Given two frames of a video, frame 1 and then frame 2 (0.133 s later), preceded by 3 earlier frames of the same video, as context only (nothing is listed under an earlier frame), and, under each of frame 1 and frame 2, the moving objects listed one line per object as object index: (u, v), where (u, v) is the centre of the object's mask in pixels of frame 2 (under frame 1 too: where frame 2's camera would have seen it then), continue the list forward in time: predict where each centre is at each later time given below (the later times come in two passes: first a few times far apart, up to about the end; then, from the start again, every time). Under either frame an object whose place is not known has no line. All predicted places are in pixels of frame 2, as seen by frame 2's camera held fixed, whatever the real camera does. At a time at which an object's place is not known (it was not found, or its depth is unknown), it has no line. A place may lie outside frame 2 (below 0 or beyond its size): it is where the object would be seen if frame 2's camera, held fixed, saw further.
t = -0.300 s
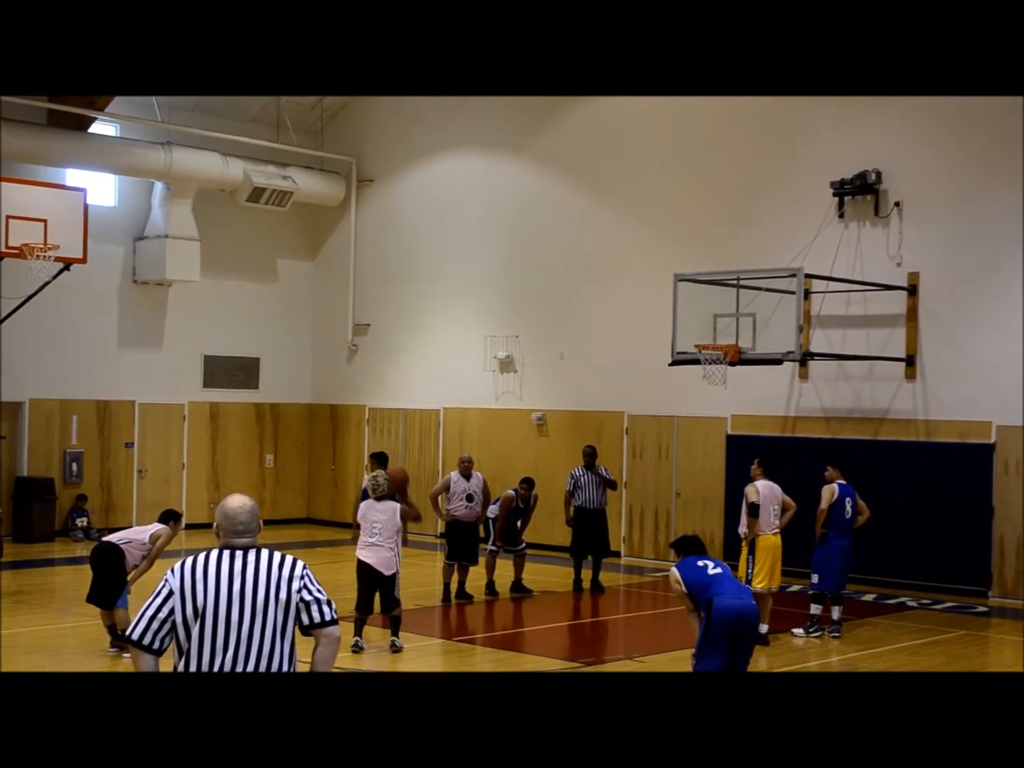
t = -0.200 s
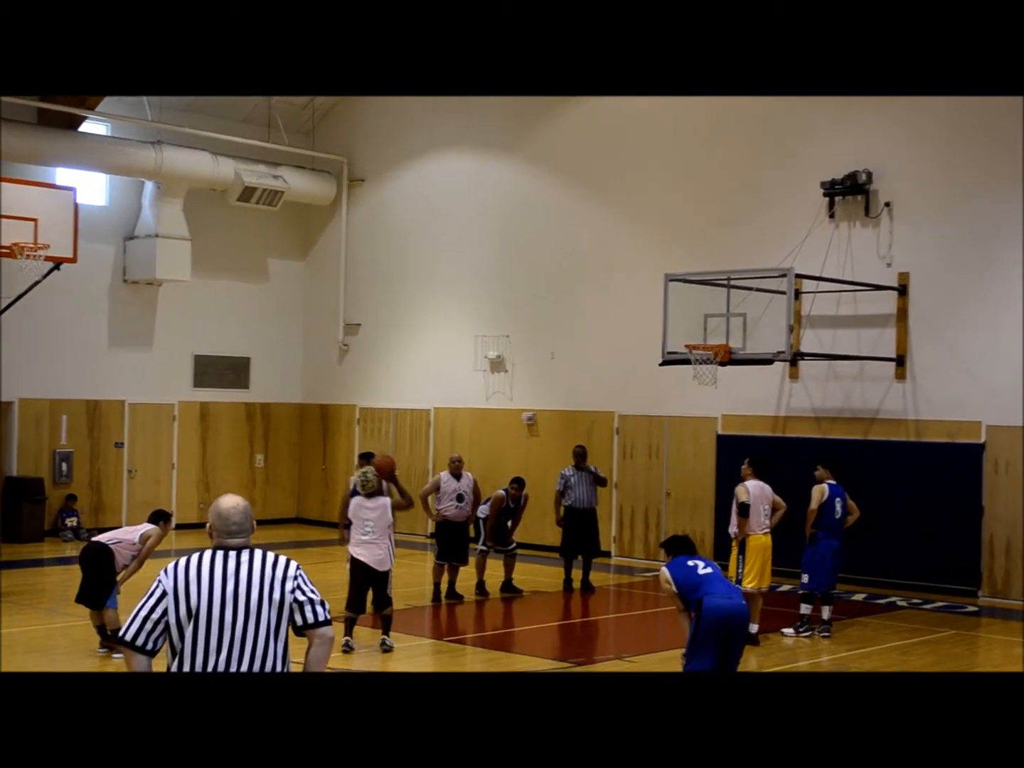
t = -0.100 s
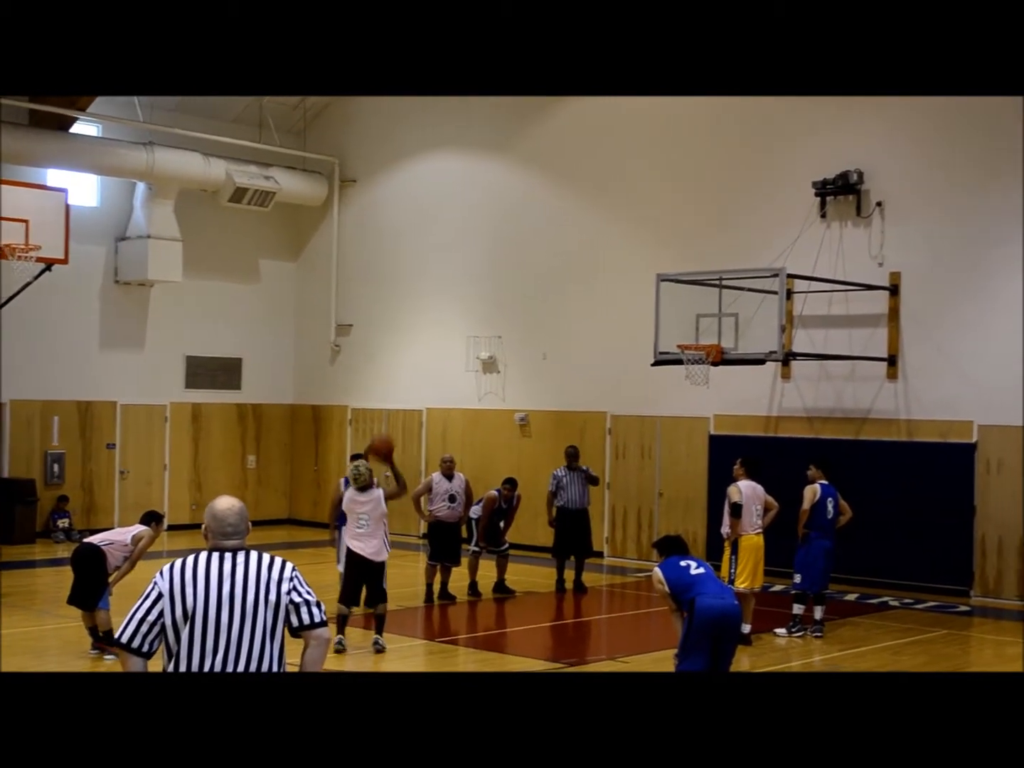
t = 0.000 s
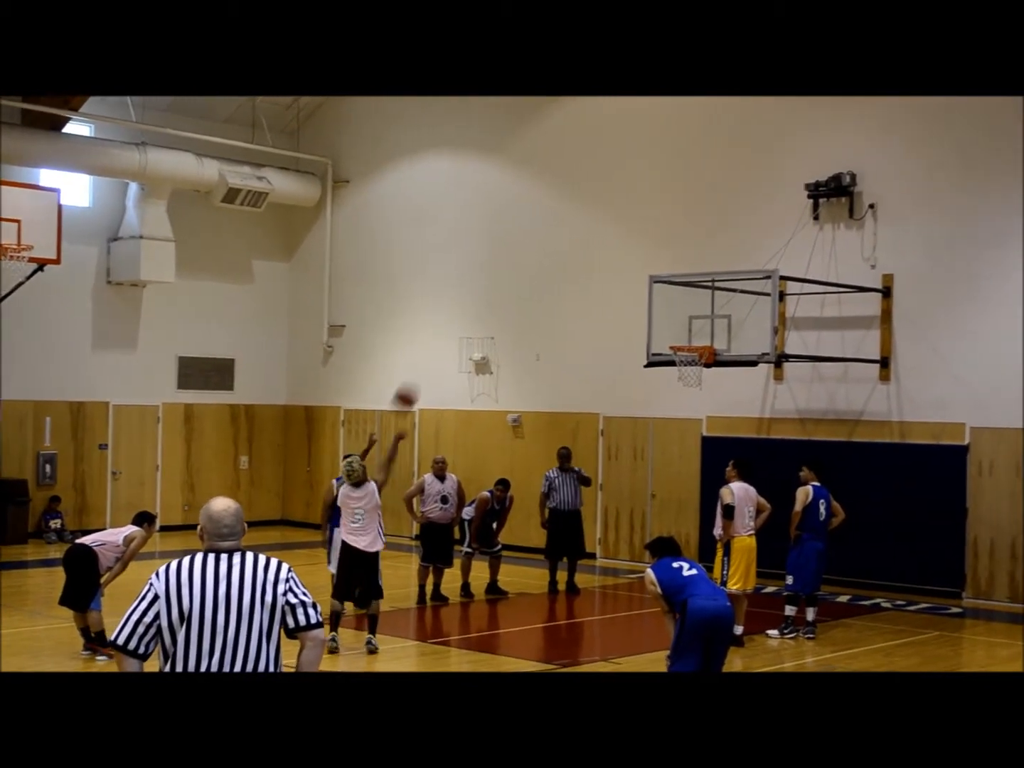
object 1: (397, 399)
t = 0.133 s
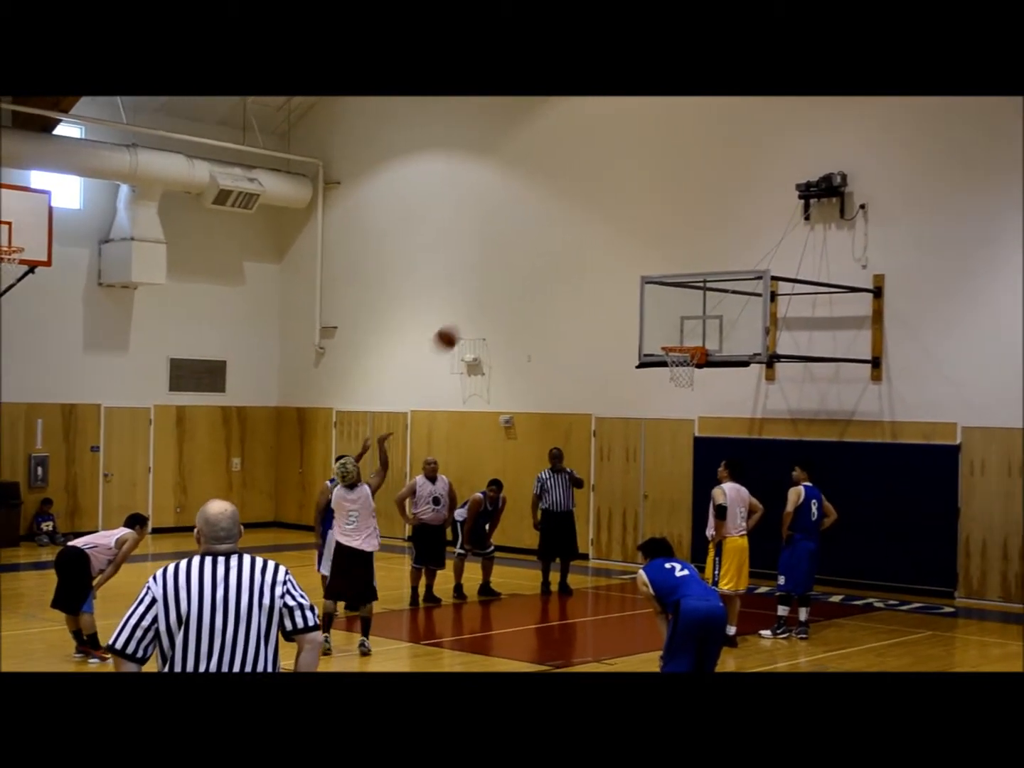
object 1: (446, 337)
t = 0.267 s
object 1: (492, 296)
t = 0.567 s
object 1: (579, 271)
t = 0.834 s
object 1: (645, 315)
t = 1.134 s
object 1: (665, 306)
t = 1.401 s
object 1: (666, 320)
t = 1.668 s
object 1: (680, 324)
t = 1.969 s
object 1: (689, 338)
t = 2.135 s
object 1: (682, 343)
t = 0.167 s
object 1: (458, 326)
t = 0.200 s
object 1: (469, 315)
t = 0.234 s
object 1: (481, 305)
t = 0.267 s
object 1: (492, 296)
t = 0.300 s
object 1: (502, 289)
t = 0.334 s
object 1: (513, 283)
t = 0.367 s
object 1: (522, 278)
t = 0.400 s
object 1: (532, 275)
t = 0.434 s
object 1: (542, 272)
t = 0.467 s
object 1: (552, 270)
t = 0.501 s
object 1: (561, 270)
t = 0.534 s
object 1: (570, 270)
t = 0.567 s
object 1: (579, 271)
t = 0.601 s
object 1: (588, 274)
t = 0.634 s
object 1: (597, 277)
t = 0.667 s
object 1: (605, 281)
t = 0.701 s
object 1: (613, 286)
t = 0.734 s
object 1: (621, 291)
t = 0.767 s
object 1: (629, 298)
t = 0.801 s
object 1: (637, 306)
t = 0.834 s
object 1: (645, 315)
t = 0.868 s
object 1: (653, 324)
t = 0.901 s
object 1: (660, 333)
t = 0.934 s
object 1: (663, 332)
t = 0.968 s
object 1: (664, 326)
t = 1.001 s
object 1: (664, 320)
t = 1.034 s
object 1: (664, 315)
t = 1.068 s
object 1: (664, 311)
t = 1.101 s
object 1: (665, 308)
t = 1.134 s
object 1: (665, 306)
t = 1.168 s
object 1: (665, 304)
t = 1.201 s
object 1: (665, 304)
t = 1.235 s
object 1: (665, 304)
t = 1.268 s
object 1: (665, 305)
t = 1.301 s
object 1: (665, 308)
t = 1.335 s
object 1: (666, 311)
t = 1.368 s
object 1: (666, 315)
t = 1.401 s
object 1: (666, 320)
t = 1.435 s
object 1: (666, 326)
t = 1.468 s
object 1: (666, 333)
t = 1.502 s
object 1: (666, 337)
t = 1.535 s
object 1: (669, 333)
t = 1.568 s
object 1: (672, 329)
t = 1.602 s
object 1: (675, 326)
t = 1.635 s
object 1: (678, 324)
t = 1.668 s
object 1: (680, 324)
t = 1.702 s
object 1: (683, 324)
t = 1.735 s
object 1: (686, 324)
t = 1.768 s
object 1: (688, 326)
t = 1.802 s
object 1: (691, 329)
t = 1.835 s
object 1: (691, 330)
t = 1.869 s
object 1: (690, 332)
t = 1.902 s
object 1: (690, 335)
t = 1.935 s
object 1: (690, 338)
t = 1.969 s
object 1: (689, 338)
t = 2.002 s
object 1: (687, 338)
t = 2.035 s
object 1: (686, 339)
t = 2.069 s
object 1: (685, 340)
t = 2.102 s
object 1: (683, 342)
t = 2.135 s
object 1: (682, 343)
